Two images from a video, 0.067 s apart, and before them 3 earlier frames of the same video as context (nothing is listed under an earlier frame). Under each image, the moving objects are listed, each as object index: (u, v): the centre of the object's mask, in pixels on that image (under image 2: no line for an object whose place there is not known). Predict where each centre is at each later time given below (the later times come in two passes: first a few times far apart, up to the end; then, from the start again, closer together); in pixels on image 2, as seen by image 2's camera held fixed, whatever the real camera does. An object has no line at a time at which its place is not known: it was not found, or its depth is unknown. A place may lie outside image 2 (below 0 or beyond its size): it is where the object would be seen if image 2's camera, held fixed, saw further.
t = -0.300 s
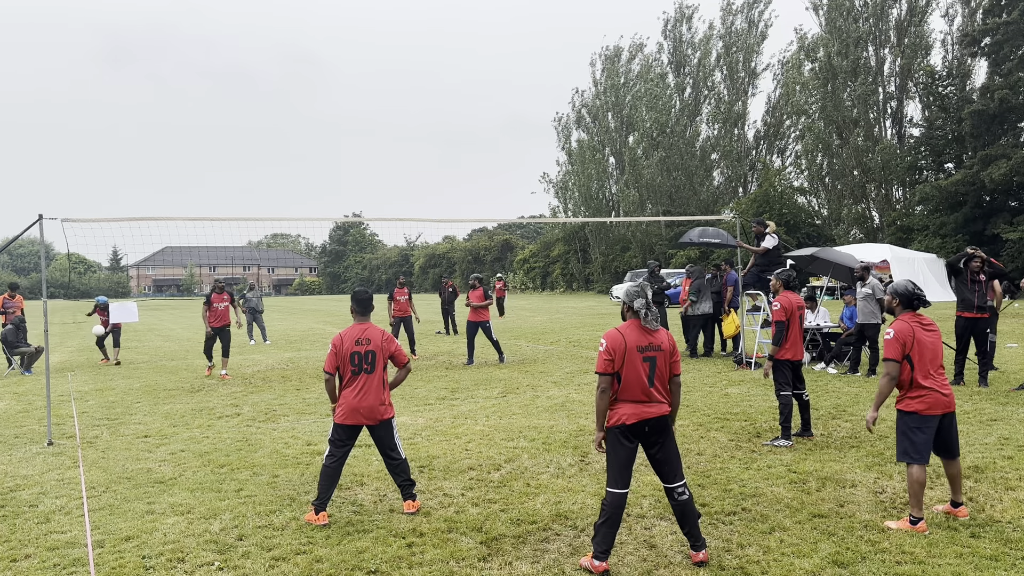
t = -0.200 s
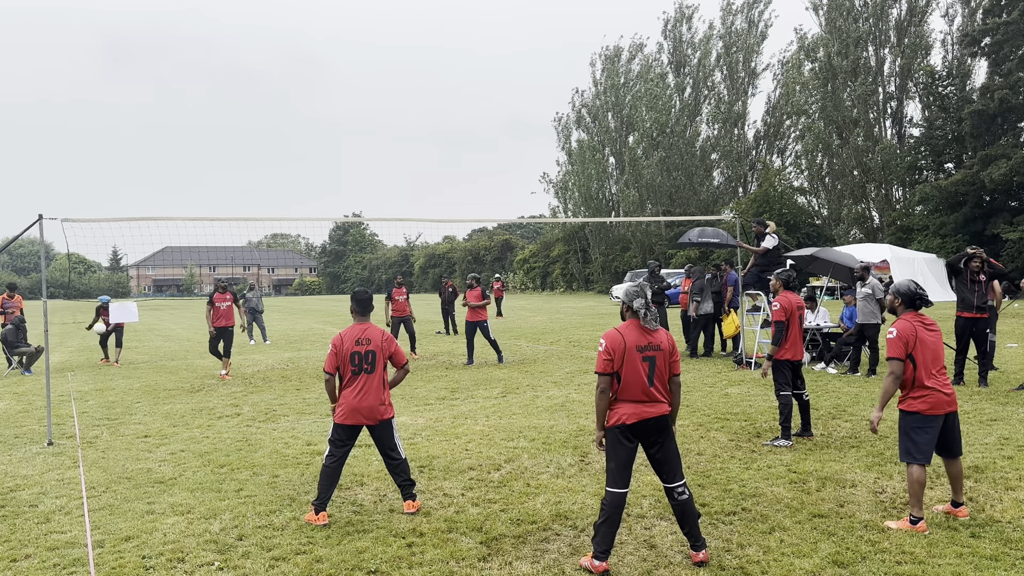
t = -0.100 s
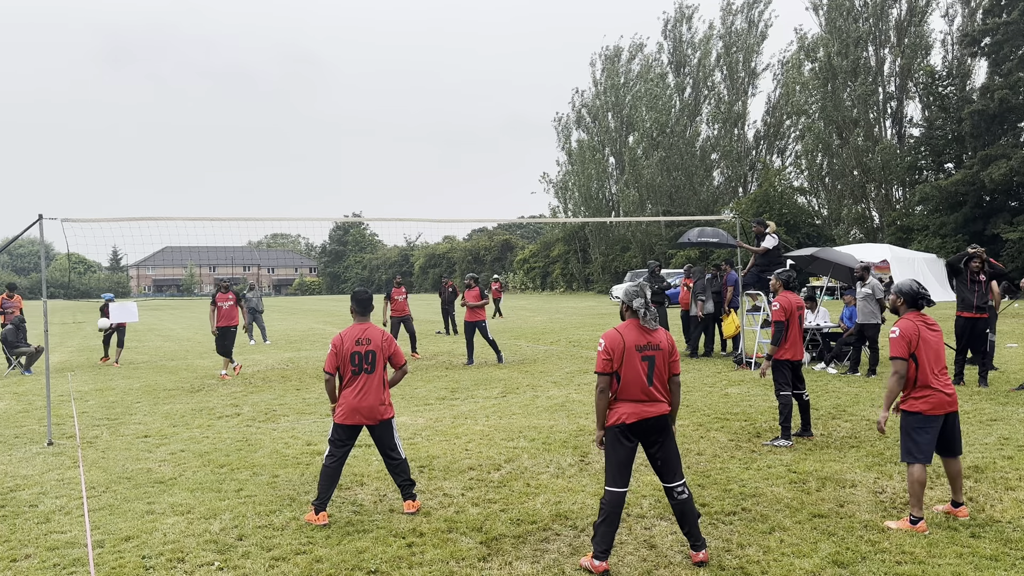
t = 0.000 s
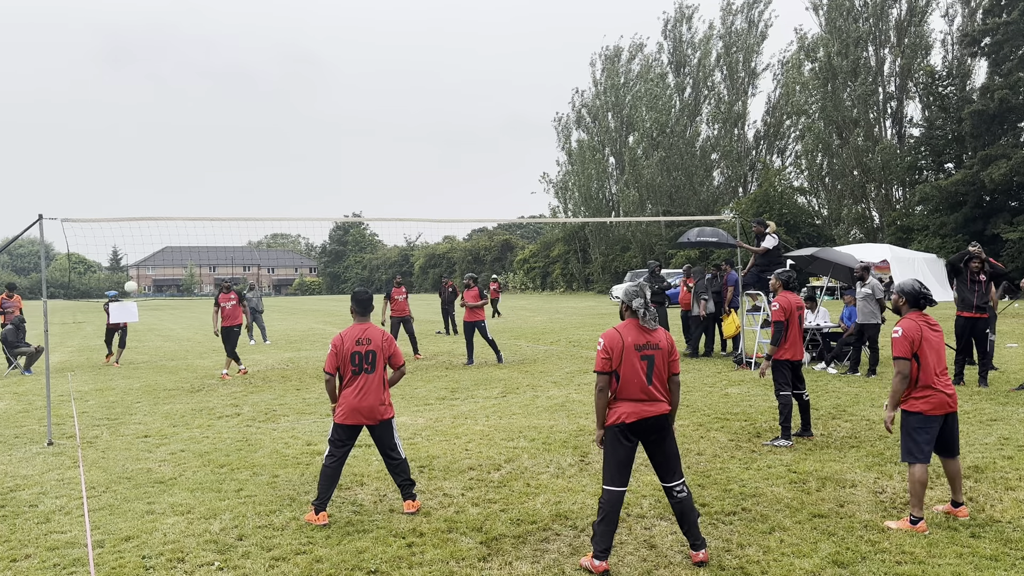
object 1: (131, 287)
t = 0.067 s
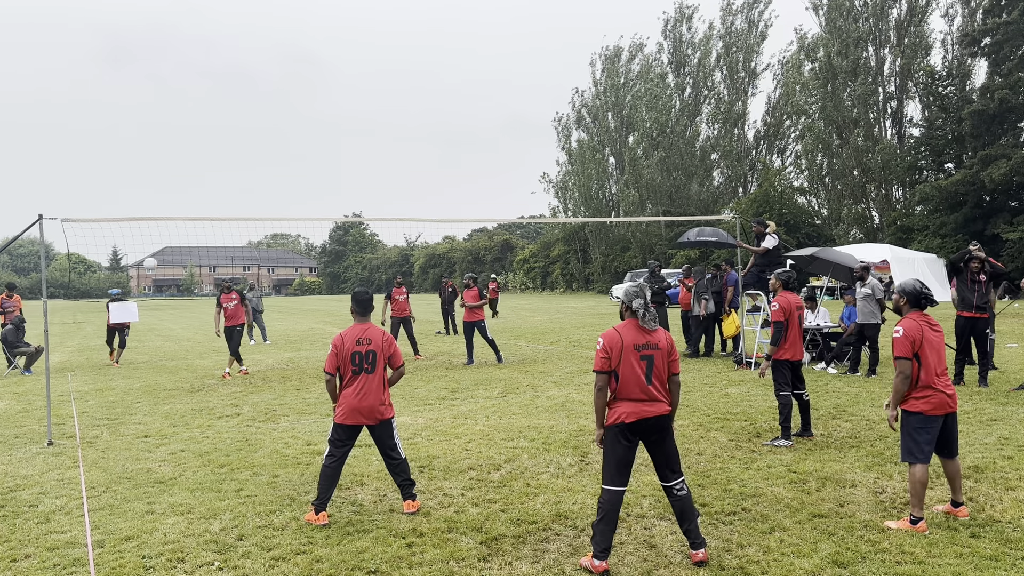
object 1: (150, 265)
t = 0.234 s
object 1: (203, 211)
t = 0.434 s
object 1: (274, 158)
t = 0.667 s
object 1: (372, 118)
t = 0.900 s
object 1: (499, 113)
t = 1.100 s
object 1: (638, 142)
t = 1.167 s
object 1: (693, 163)
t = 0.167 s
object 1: (181, 232)
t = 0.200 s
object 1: (192, 223)
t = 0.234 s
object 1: (203, 211)
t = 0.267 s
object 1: (214, 202)
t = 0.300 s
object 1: (225, 192)
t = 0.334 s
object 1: (237, 183)
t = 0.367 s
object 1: (249, 174)
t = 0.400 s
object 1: (261, 166)
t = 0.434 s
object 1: (274, 158)
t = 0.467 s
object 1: (287, 151)
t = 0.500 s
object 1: (300, 144)
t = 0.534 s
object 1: (314, 138)
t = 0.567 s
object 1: (327, 132)
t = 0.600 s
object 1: (342, 126)
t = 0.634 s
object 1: (357, 122)
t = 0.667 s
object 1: (372, 118)
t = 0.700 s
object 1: (388, 116)
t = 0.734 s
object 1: (405, 113)
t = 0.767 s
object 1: (423, 111)
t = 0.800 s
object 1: (441, 111)
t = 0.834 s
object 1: (460, 111)
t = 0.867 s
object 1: (479, 111)
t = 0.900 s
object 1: (499, 113)
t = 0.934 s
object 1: (520, 115)
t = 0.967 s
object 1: (542, 119)
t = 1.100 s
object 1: (638, 142)
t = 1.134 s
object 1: (665, 152)
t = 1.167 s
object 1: (693, 163)
